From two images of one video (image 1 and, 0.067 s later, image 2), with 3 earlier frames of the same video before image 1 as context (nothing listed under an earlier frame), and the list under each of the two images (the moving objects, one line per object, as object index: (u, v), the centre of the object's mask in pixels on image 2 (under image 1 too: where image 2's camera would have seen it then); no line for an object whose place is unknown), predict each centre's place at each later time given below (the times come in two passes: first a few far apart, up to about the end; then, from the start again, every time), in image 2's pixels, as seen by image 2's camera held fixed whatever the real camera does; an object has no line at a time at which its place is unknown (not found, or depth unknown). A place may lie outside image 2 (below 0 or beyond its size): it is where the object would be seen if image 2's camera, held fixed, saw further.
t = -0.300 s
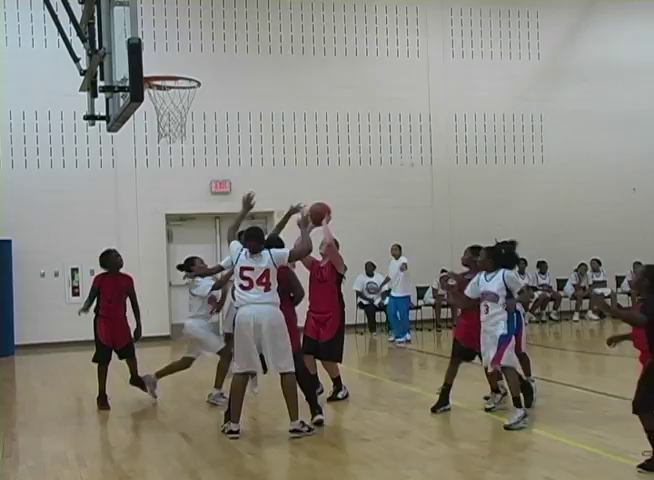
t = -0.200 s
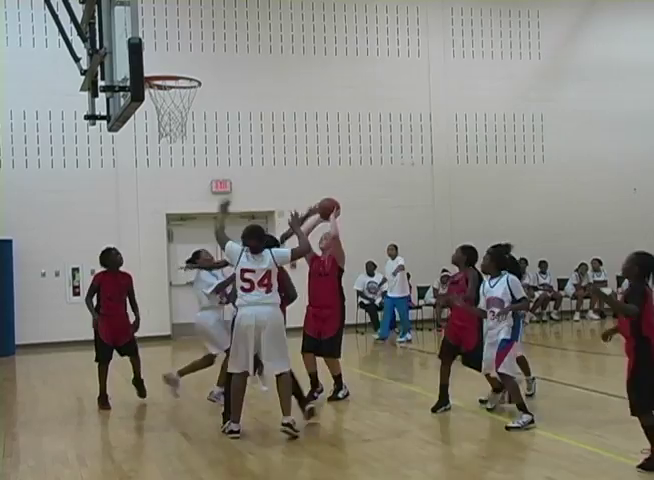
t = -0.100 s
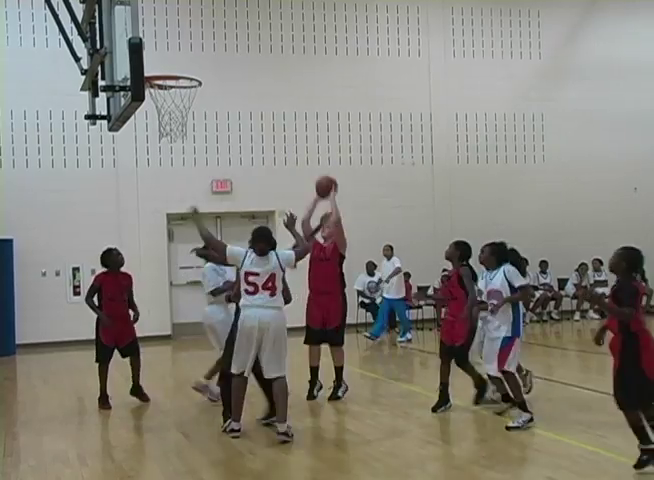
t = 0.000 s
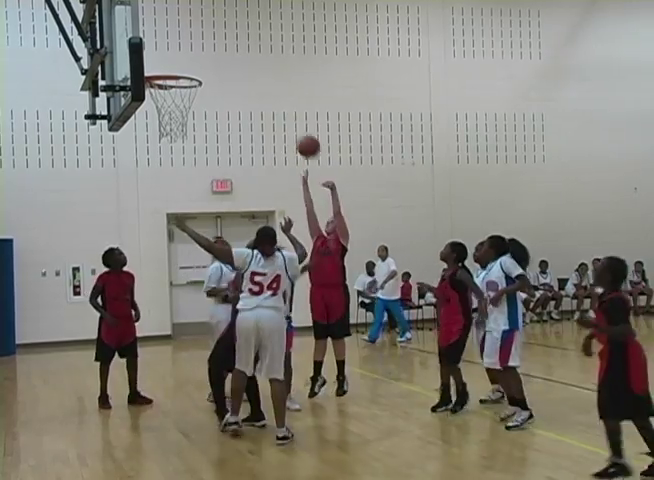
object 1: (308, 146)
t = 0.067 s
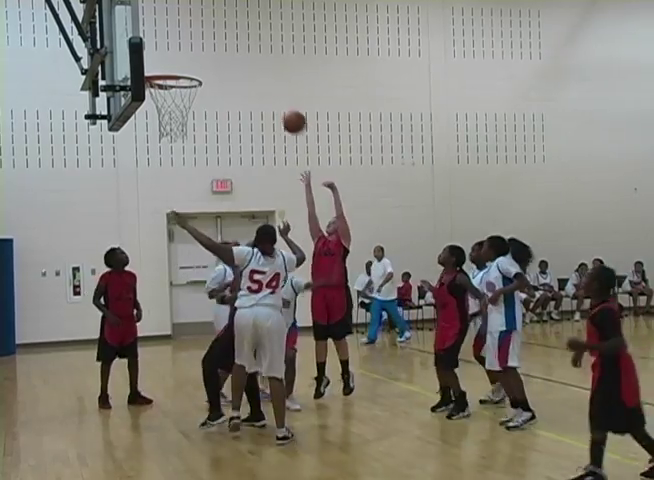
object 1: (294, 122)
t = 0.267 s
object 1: (251, 72)
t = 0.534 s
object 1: (189, 66)
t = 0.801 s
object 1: (163, 126)
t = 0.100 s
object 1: (287, 111)
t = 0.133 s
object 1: (280, 101)
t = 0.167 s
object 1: (273, 92)
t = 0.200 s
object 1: (265, 84)
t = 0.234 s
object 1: (258, 78)
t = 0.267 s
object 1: (251, 72)
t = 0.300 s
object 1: (243, 67)
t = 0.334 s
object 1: (236, 64)
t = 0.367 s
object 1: (228, 61)
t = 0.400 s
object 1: (220, 60)
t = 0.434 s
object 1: (213, 60)
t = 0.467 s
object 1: (205, 60)
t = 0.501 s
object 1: (197, 63)
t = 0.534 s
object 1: (189, 66)
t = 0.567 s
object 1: (182, 70)
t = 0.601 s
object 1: (173, 77)
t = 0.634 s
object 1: (165, 85)
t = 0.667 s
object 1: (160, 94)
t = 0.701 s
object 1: (160, 102)
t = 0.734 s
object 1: (160, 110)
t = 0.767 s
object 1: (161, 118)
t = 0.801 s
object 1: (163, 126)
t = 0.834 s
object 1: (164, 136)
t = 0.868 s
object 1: (165, 147)
